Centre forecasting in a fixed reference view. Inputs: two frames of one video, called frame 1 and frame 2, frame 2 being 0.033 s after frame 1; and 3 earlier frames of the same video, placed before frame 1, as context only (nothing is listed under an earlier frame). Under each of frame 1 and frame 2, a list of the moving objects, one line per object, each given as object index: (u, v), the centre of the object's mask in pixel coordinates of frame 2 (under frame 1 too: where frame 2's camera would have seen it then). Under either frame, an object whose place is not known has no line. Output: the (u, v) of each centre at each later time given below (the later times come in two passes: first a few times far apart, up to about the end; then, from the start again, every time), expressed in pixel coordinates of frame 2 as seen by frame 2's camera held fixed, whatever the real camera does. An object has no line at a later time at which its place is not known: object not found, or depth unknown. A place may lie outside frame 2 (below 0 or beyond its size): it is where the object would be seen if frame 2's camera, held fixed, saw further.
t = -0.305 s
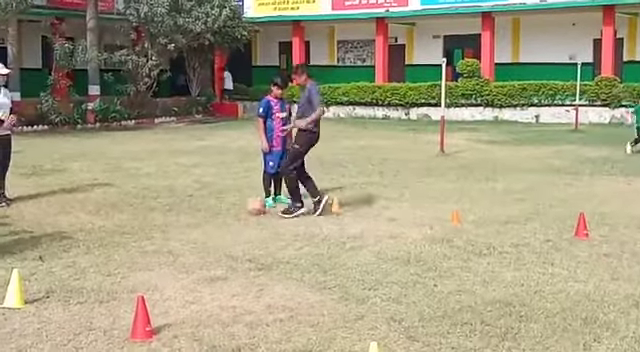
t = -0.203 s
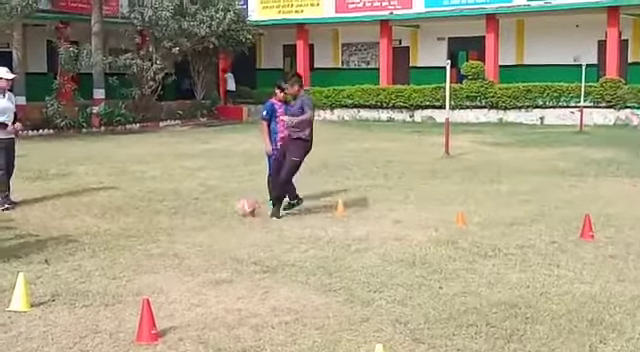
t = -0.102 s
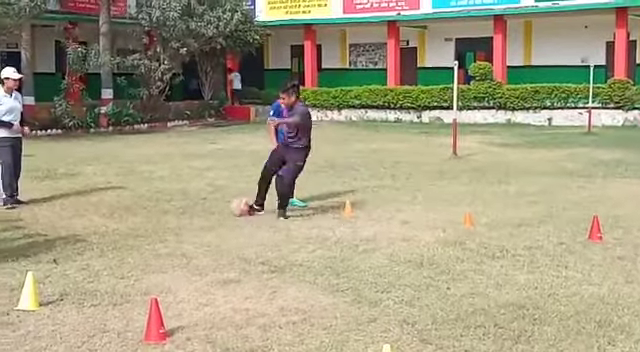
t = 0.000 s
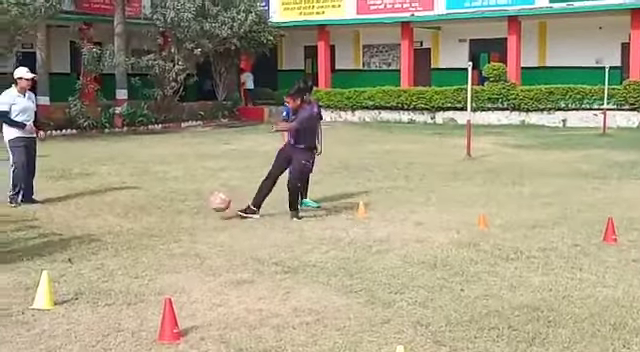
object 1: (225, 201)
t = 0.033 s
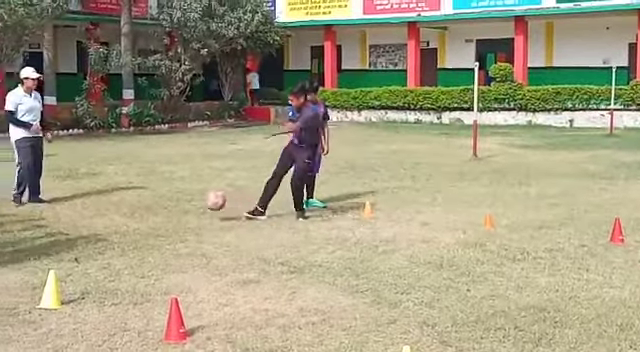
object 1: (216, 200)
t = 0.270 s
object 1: (129, 225)
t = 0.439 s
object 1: (77, 231)
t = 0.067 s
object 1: (204, 201)
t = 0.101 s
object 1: (192, 201)
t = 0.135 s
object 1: (181, 203)
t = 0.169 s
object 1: (169, 207)
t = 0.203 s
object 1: (156, 212)
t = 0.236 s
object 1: (143, 218)
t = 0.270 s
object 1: (129, 225)
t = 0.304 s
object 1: (117, 234)
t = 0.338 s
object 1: (107, 234)
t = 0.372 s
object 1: (97, 233)
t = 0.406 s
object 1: (88, 230)
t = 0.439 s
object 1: (77, 231)
